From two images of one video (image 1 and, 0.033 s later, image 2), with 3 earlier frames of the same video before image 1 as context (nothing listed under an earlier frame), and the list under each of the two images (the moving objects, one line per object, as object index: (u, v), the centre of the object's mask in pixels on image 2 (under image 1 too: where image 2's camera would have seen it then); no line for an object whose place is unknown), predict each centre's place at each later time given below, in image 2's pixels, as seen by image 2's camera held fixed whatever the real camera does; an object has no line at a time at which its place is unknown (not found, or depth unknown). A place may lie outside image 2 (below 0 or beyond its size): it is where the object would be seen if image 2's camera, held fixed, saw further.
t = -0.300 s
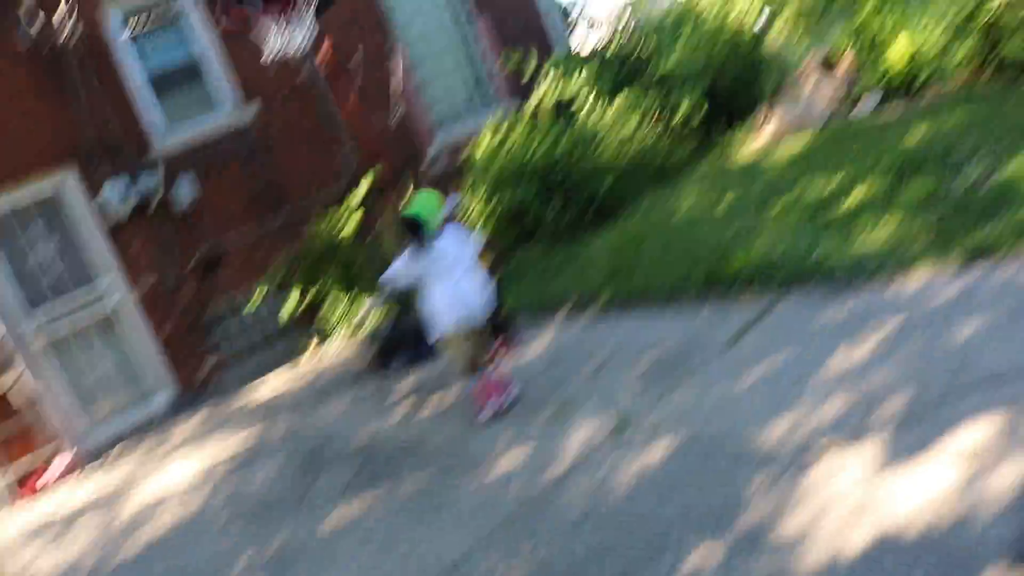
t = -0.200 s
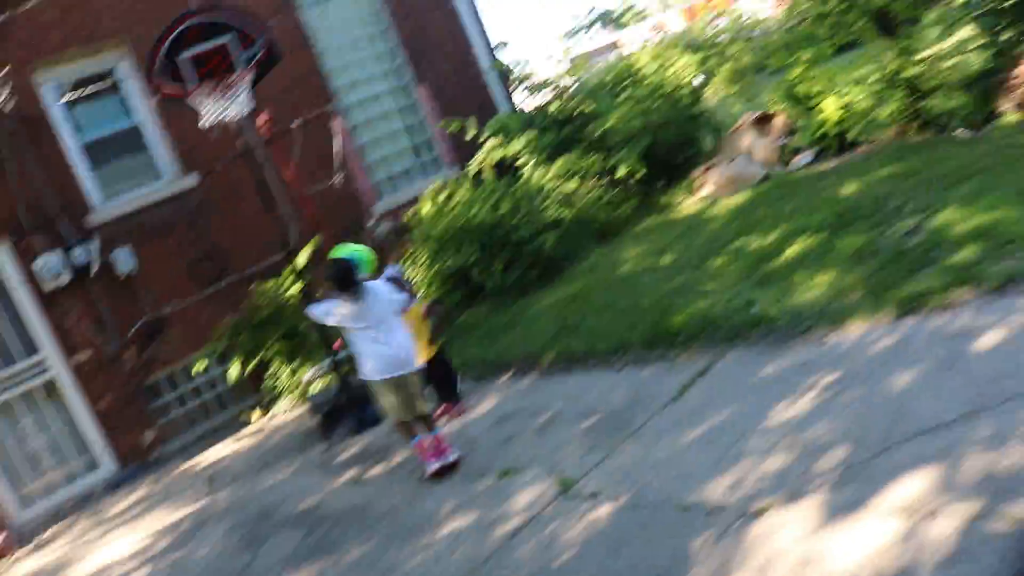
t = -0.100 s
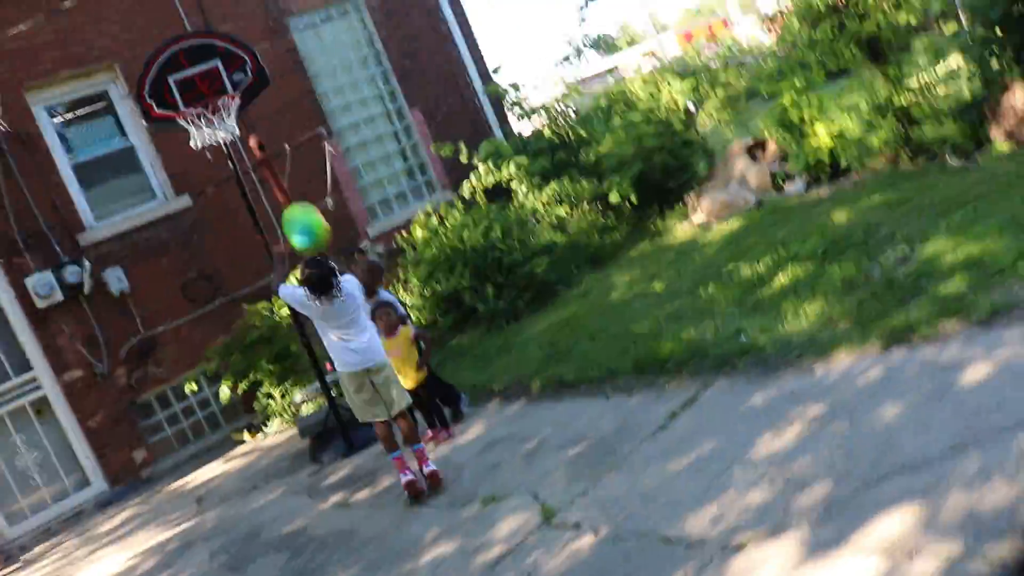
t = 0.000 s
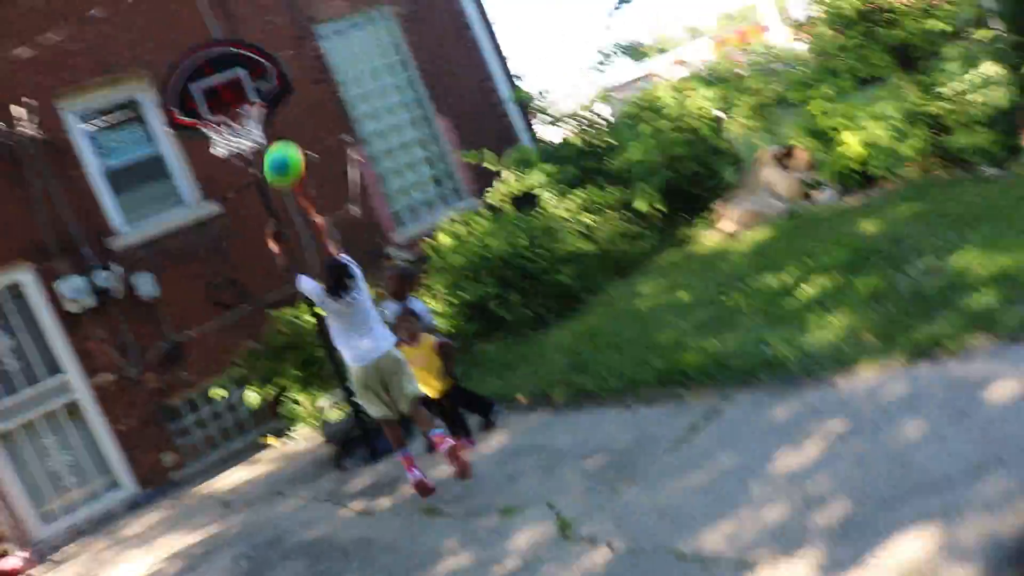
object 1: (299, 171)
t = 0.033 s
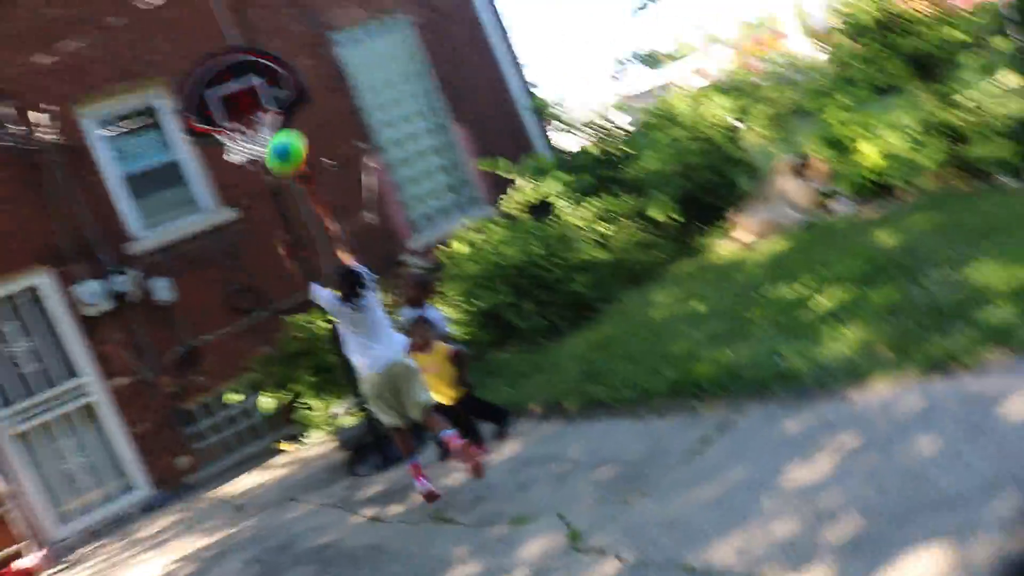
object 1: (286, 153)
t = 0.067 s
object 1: (275, 133)
